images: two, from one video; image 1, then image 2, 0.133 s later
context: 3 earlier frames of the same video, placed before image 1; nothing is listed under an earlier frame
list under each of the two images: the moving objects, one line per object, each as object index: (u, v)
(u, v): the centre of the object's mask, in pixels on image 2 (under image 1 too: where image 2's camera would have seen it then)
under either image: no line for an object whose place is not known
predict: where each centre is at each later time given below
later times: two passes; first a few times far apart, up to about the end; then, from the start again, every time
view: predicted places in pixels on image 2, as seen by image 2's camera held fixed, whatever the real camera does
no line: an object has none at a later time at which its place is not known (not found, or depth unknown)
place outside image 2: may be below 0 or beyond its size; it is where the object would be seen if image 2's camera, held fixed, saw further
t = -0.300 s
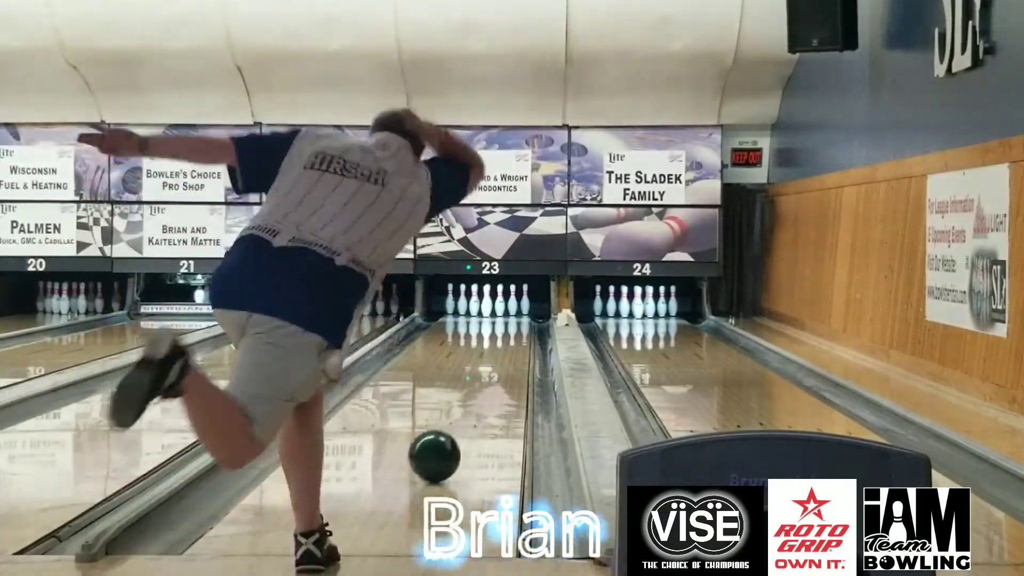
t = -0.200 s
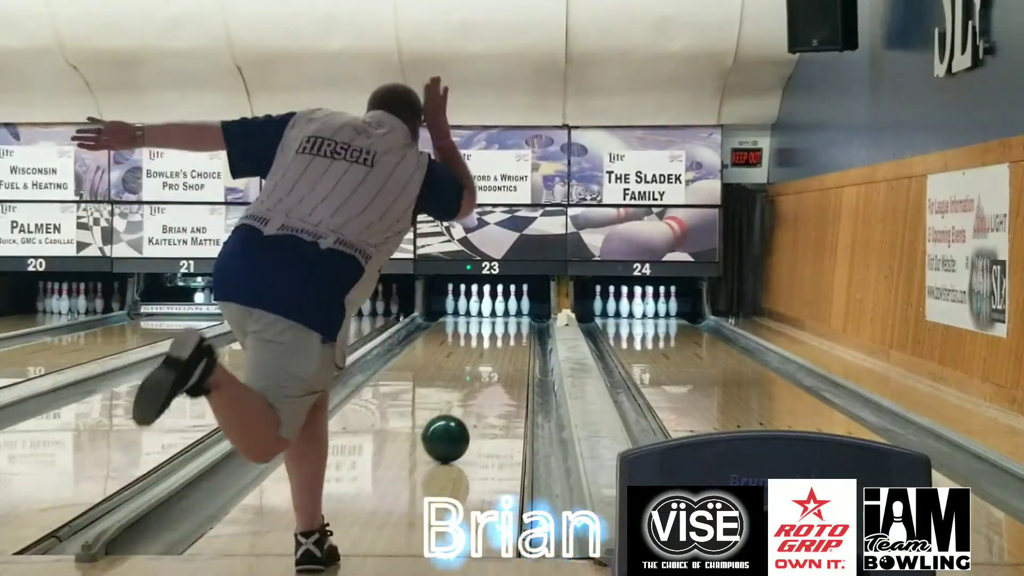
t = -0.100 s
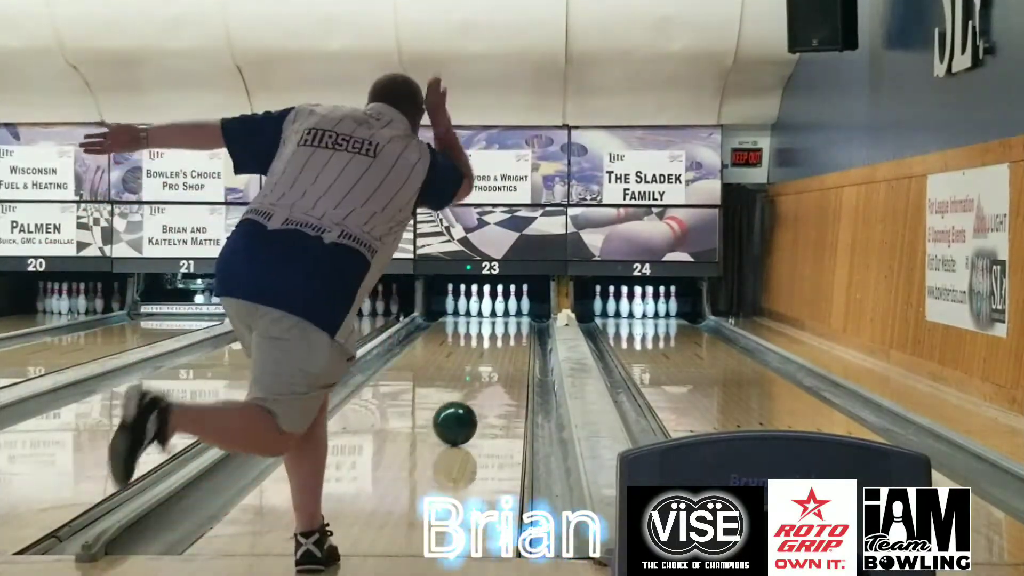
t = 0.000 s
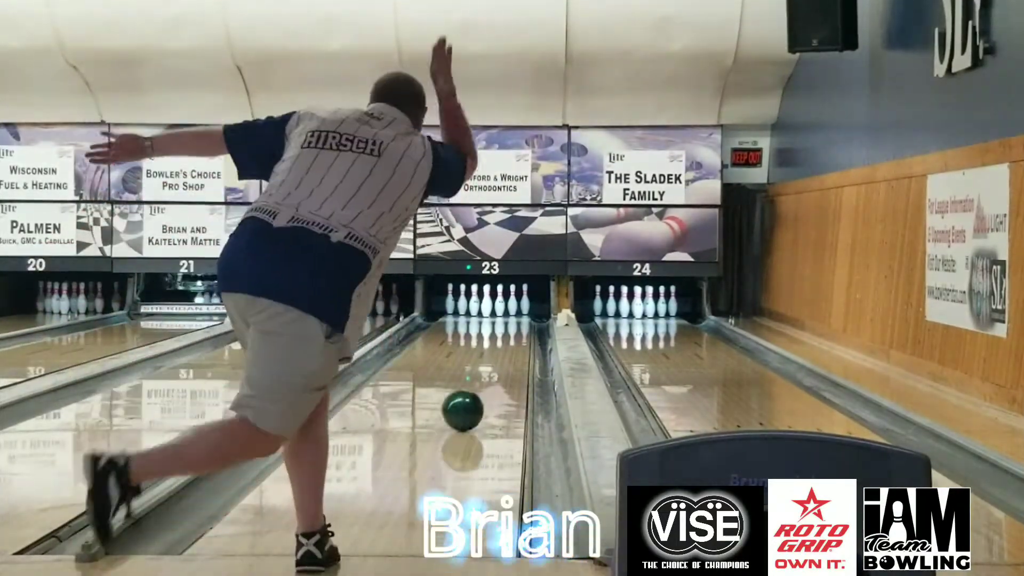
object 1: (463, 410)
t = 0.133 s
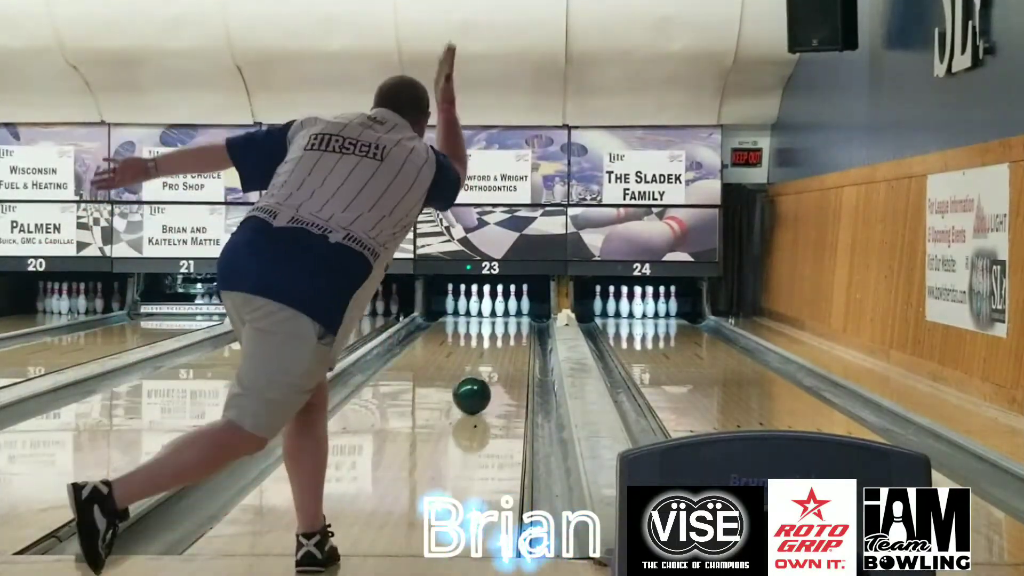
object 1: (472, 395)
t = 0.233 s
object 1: (478, 386)
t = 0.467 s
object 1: (488, 367)
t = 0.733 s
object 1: (496, 352)
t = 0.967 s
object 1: (501, 340)
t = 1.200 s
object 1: (505, 331)
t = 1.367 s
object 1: (506, 326)
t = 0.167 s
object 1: (474, 392)
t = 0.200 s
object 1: (476, 389)
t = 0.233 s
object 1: (478, 386)
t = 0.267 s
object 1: (479, 383)
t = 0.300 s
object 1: (481, 380)
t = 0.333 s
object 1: (482, 377)
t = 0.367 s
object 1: (484, 375)
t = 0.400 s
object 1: (485, 372)
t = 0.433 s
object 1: (487, 370)
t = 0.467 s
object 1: (488, 367)
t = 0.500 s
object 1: (489, 365)
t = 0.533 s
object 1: (490, 363)
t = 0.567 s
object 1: (491, 361)
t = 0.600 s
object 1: (492, 359)
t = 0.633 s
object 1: (493, 357)
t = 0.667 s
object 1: (494, 355)
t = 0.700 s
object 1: (495, 353)
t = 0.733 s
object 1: (496, 352)
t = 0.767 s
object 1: (497, 350)
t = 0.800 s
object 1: (498, 349)
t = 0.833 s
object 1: (499, 346)
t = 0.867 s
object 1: (499, 345)
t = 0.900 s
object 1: (500, 343)
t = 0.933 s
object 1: (501, 342)
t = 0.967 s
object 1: (501, 340)
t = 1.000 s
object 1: (502, 339)
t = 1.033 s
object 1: (502, 337)
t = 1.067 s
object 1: (503, 336)
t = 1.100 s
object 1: (504, 335)
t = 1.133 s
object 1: (504, 333)
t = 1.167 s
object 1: (505, 332)
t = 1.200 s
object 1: (505, 331)
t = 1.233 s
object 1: (505, 330)
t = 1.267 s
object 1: (505, 329)
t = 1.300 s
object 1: (506, 328)
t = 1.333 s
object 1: (506, 326)
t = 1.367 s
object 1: (506, 326)
